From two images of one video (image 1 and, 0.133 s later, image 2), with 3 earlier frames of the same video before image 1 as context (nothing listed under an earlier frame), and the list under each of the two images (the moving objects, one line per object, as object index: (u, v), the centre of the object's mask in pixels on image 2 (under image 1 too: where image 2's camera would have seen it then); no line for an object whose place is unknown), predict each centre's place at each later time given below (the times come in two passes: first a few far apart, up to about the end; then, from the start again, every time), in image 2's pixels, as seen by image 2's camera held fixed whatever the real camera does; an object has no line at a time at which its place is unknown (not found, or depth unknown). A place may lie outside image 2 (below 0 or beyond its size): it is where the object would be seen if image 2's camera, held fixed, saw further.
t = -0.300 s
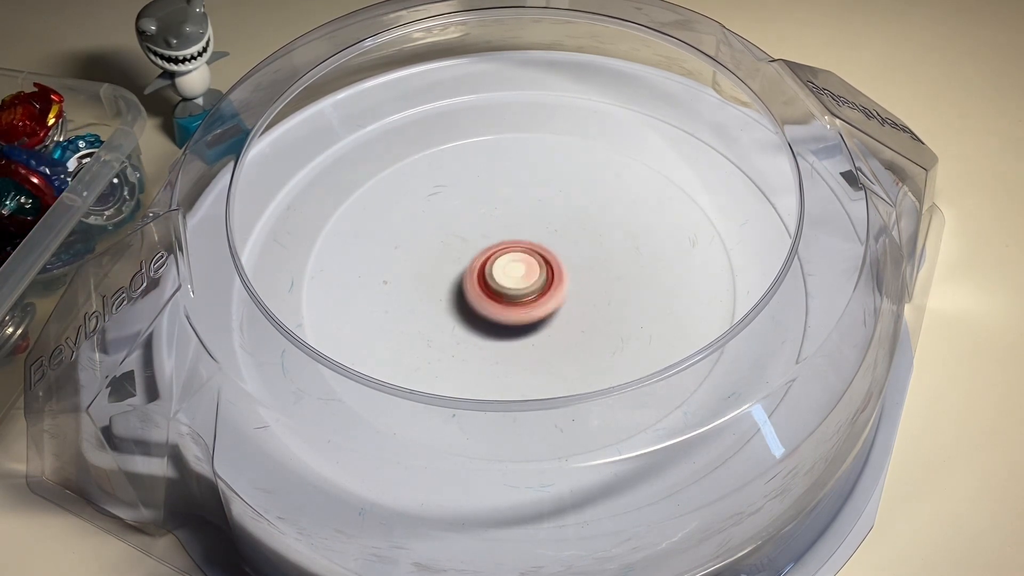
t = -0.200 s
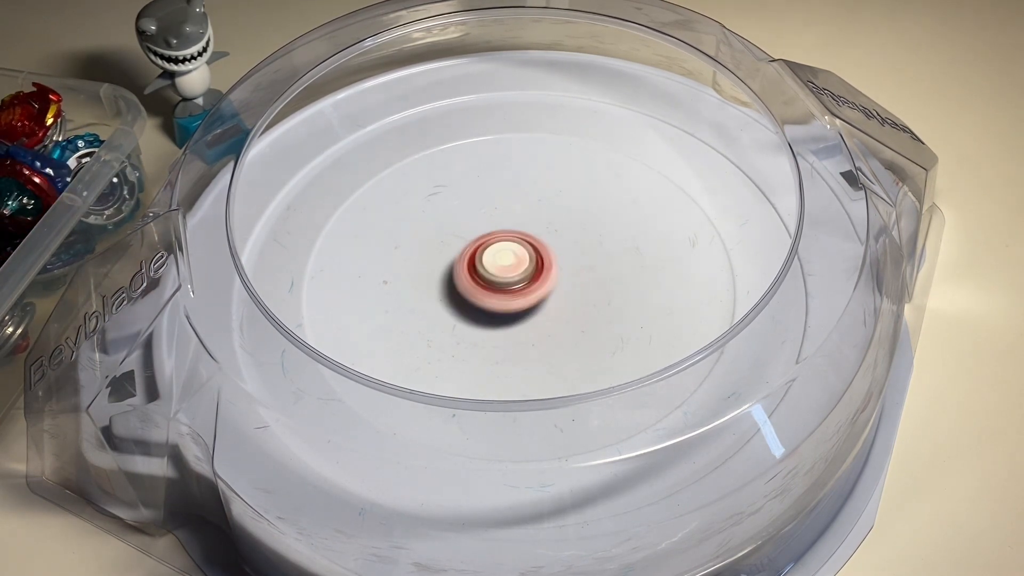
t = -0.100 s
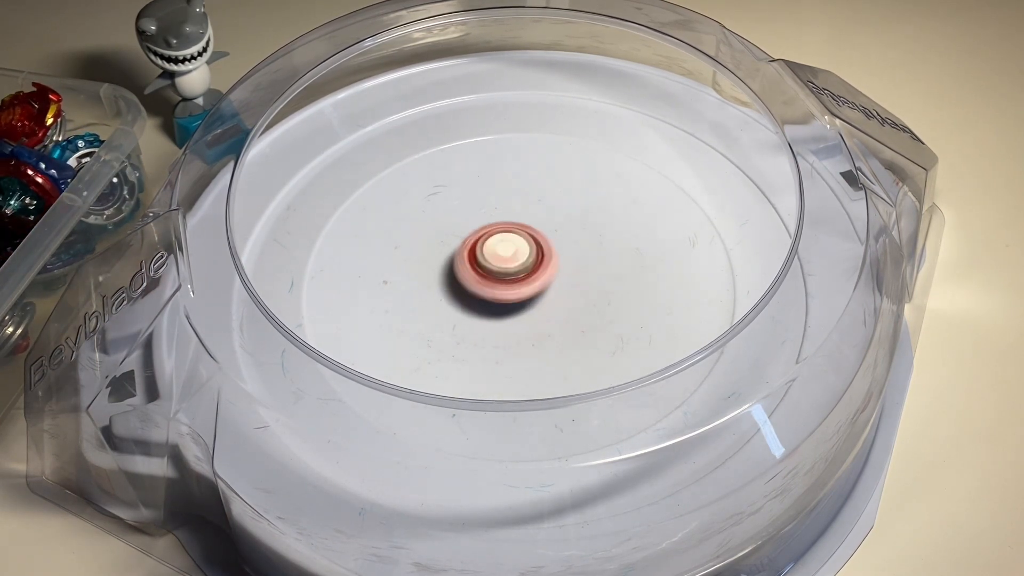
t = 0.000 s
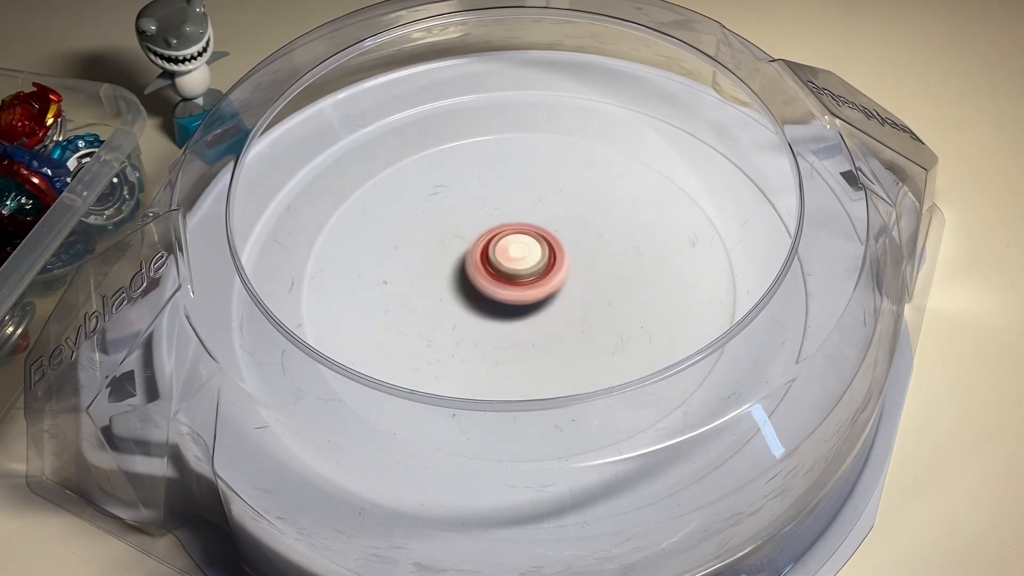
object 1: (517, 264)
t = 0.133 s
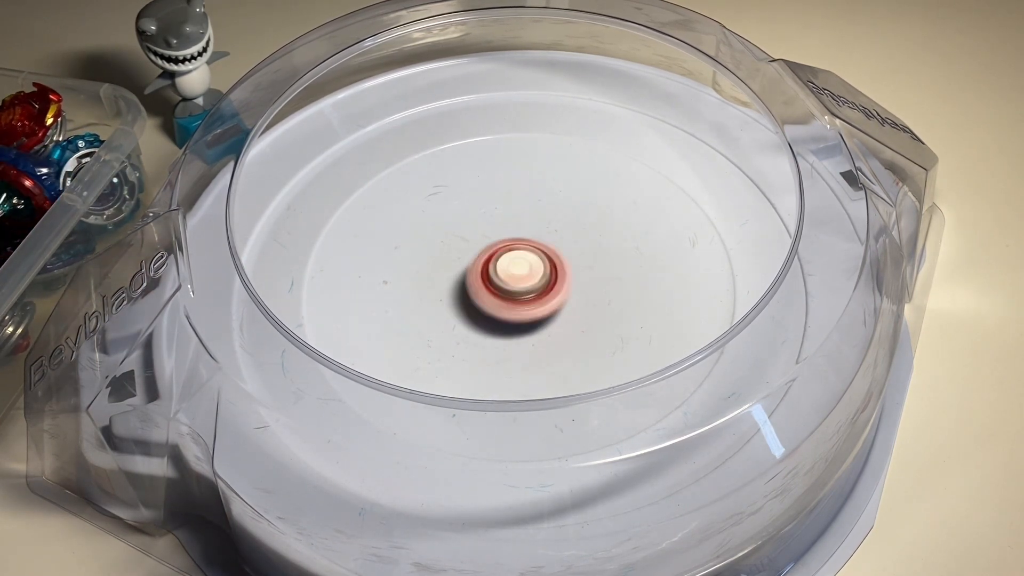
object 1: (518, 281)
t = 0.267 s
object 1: (505, 292)
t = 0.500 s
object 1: (507, 274)
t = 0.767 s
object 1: (534, 282)
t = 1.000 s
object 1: (498, 278)
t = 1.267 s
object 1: (531, 272)
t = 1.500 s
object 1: (515, 291)
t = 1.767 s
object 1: (496, 265)
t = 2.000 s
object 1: (530, 286)
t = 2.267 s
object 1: (504, 287)
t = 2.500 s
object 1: (509, 256)
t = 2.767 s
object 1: (517, 290)
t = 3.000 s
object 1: (497, 286)
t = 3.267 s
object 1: (521, 257)
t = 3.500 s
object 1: (533, 284)
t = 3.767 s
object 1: (488, 273)
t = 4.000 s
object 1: (523, 265)
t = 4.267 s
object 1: (528, 296)
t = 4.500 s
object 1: (478, 281)
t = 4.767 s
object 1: (527, 253)
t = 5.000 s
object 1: (540, 294)
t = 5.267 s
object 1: (481, 282)
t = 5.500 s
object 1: (516, 251)
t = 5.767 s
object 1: (542, 290)
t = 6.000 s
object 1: (490, 292)
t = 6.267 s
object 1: (511, 252)
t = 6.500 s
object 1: (548, 279)
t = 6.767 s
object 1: (497, 296)
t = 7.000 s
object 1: (497, 260)
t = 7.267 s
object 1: (540, 274)
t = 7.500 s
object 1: (510, 300)
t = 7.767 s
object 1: (492, 266)
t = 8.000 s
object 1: (532, 265)
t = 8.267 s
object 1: (522, 296)
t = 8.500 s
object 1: (492, 281)
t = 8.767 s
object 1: (515, 259)
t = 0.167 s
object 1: (515, 285)
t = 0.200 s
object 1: (512, 289)
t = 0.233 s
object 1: (509, 291)
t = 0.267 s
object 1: (505, 292)
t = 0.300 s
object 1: (501, 292)
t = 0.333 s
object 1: (498, 291)
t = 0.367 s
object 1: (496, 287)
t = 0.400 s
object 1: (496, 283)
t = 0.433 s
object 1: (498, 279)
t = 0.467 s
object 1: (503, 276)
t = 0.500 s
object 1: (507, 274)
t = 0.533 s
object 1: (514, 273)
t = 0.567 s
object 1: (521, 272)
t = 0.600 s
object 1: (525, 272)
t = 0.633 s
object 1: (530, 273)
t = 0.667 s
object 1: (534, 274)
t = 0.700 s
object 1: (535, 276)
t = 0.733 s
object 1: (536, 279)
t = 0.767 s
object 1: (534, 282)
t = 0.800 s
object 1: (530, 285)
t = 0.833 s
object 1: (525, 288)
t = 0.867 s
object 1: (518, 288)
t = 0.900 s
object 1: (510, 287)
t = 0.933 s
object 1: (504, 284)
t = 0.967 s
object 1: (500, 280)
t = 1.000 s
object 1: (498, 278)
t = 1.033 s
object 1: (499, 275)
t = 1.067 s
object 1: (501, 273)
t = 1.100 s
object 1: (507, 272)
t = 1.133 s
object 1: (513, 271)
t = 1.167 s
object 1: (517, 270)
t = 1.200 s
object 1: (523, 270)
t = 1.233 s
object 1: (527, 271)
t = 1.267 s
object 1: (531, 272)
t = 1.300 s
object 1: (534, 275)
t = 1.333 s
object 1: (535, 277)
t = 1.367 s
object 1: (535, 281)
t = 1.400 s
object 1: (533, 284)
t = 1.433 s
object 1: (528, 288)
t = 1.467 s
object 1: (523, 290)
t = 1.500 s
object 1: (515, 291)
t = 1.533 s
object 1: (509, 291)
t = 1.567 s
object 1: (501, 288)
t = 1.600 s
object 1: (495, 285)
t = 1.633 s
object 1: (491, 280)
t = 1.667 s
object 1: (488, 275)
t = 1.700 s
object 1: (489, 270)
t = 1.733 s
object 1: (492, 266)
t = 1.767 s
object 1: (496, 265)
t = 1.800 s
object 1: (501, 265)
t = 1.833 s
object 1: (505, 267)
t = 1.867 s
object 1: (512, 271)
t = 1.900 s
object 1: (517, 275)
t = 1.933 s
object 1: (523, 279)
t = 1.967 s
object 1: (528, 283)
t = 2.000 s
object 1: (530, 286)
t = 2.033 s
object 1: (532, 290)
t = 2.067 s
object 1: (531, 292)
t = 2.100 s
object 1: (530, 295)
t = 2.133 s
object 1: (525, 295)
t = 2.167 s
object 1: (520, 296)
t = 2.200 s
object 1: (515, 293)
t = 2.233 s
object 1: (509, 291)
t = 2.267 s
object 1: (504, 287)
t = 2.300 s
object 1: (499, 282)
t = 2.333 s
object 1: (496, 277)
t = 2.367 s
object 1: (494, 271)
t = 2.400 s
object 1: (495, 266)
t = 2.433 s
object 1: (498, 262)
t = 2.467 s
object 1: (503, 258)
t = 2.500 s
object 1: (509, 256)
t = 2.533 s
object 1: (514, 257)
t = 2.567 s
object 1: (519, 260)
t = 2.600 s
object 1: (520, 263)
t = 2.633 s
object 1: (521, 268)
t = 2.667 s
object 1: (520, 274)
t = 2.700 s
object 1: (520, 280)
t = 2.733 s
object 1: (518, 285)
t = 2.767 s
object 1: (517, 290)
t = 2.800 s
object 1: (514, 292)
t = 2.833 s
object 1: (512, 295)
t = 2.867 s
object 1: (507, 295)
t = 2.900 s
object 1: (505, 295)
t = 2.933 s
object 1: (501, 293)
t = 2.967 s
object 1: (499, 290)
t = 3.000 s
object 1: (497, 286)
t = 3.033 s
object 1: (496, 282)
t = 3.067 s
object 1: (497, 277)
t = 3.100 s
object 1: (498, 272)
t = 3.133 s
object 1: (500, 267)
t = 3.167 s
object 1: (504, 263)
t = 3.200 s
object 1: (509, 260)
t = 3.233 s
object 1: (515, 258)
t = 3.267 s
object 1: (521, 257)
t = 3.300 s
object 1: (528, 259)
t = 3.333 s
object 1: (533, 262)
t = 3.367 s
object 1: (538, 267)
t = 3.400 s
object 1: (539, 271)
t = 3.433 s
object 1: (540, 277)
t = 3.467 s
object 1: (536, 280)
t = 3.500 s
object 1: (533, 284)
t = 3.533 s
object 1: (525, 285)
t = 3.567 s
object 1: (519, 286)
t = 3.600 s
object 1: (510, 284)
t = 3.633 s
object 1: (503, 283)
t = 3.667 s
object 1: (497, 282)
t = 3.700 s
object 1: (492, 279)
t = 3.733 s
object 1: (488, 277)
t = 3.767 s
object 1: (488, 273)
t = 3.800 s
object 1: (488, 271)
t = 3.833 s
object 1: (491, 268)
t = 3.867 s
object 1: (495, 266)
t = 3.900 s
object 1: (500, 264)
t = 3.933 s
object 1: (508, 264)
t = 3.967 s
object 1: (514, 264)
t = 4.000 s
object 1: (523, 265)
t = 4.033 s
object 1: (529, 267)
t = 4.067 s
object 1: (535, 270)
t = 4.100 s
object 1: (539, 273)
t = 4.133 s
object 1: (542, 277)
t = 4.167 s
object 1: (541, 283)
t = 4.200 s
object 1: (540, 287)
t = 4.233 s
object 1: (535, 293)
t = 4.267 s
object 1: (528, 296)
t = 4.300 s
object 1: (521, 300)
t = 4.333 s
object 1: (511, 300)
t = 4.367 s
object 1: (503, 300)
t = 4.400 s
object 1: (494, 297)
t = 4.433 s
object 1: (487, 292)
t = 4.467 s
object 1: (481, 288)
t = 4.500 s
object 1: (478, 281)
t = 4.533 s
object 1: (478, 274)
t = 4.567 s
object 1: (480, 268)
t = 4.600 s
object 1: (485, 261)
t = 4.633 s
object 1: (491, 257)
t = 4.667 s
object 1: (499, 253)
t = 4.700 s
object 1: (509, 251)
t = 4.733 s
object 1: (517, 251)
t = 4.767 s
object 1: (527, 253)
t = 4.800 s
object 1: (534, 256)
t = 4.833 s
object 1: (541, 261)
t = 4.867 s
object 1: (546, 267)
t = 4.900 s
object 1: (547, 274)
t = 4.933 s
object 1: (548, 282)
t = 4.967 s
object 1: (544, 288)
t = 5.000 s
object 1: (540, 294)
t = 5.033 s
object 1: (532, 299)
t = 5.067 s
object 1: (522, 302)
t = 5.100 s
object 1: (514, 304)
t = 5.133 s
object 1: (503, 303)
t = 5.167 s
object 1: (495, 299)
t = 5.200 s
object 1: (488, 295)
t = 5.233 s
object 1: (482, 288)
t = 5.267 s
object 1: (481, 282)
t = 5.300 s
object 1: (480, 275)
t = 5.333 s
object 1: (482, 268)
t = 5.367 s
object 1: (486, 262)
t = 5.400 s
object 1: (492, 258)
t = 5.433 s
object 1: (500, 253)
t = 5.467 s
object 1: (508, 252)
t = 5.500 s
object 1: (516, 251)
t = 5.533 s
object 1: (526, 252)
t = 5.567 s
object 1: (533, 255)
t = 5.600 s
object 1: (540, 259)
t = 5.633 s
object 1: (545, 265)
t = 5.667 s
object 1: (547, 271)
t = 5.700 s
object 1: (548, 277)
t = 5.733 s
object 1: (546, 284)
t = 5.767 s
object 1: (542, 290)
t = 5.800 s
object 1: (537, 295)
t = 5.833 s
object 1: (529, 299)
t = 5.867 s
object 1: (520, 300)
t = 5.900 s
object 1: (512, 302)
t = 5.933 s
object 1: (503, 300)
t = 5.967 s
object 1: (495, 295)
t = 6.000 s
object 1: (490, 292)
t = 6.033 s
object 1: (485, 286)
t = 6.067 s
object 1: (483, 279)
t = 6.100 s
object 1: (483, 273)
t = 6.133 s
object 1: (485, 267)
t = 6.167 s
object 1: (490, 261)
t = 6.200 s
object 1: (496, 257)
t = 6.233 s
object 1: (502, 255)
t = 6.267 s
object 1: (511, 252)
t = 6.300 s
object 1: (519, 253)
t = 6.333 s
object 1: (526, 255)
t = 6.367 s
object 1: (534, 257)
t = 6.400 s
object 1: (540, 262)
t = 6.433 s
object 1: (544, 267)
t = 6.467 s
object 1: (547, 272)
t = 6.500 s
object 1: (548, 279)
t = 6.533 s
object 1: (545, 285)
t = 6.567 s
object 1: (542, 290)
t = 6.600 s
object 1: (537, 296)
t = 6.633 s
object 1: (529, 299)
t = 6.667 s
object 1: (522, 300)
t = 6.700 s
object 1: (513, 301)
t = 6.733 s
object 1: (504, 300)
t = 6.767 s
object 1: (497, 296)
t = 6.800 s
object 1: (492, 293)
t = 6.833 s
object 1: (487, 288)
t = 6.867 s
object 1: (484, 281)
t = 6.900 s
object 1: (486, 275)
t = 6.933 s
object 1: (487, 270)
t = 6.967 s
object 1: (490, 265)
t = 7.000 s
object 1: (497, 260)
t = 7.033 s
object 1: (503, 258)
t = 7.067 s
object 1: (509, 257)
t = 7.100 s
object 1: (516, 256)
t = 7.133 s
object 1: (524, 258)
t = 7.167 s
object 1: (529, 260)
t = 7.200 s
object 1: (534, 264)
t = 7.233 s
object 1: (539, 269)
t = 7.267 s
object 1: (540, 274)
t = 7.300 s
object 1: (540, 279)
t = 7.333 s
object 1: (539, 284)
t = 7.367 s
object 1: (536, 290)
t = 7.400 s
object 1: (530, 294)
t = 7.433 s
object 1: (523, 296)
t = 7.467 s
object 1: (517, 299)
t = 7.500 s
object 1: (510, 300)
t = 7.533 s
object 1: (502, 298)
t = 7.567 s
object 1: (496, 294)
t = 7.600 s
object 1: (492, 291)
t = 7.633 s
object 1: (488, 287)
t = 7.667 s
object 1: (486, 281)
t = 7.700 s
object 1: (487, 275)
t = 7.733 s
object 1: (489, 271)
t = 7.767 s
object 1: (492, 266)
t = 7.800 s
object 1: (496, 262)
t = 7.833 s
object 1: (503, 260)
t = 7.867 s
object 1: (509, 259)
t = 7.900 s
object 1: (515, 259)
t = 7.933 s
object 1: (521, 259)
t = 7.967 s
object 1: (528, 261)
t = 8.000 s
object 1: (532, 265)
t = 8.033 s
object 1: (535, 269)
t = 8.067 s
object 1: (537, 272)
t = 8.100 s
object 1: (539, 277)
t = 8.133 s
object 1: (538, 282)
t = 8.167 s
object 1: (535, 287)
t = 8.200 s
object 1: (531, 290)
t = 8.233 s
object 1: (528, 293)
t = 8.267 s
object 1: (522, 296)
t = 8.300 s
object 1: (516, 297)
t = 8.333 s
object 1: (510, 295)
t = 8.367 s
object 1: (505, 294)
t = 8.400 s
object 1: (500, 293)
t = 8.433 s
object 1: (496, 290)
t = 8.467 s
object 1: (492, 286)
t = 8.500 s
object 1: (492, 281)
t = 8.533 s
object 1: (491, 278)
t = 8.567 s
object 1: (491, 274)
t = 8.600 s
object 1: (493, 270)
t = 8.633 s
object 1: (496, 266)
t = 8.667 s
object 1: (501, 263)
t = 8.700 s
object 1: (505, 261)
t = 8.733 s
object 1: (510, 260)
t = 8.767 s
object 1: (515, 259)
